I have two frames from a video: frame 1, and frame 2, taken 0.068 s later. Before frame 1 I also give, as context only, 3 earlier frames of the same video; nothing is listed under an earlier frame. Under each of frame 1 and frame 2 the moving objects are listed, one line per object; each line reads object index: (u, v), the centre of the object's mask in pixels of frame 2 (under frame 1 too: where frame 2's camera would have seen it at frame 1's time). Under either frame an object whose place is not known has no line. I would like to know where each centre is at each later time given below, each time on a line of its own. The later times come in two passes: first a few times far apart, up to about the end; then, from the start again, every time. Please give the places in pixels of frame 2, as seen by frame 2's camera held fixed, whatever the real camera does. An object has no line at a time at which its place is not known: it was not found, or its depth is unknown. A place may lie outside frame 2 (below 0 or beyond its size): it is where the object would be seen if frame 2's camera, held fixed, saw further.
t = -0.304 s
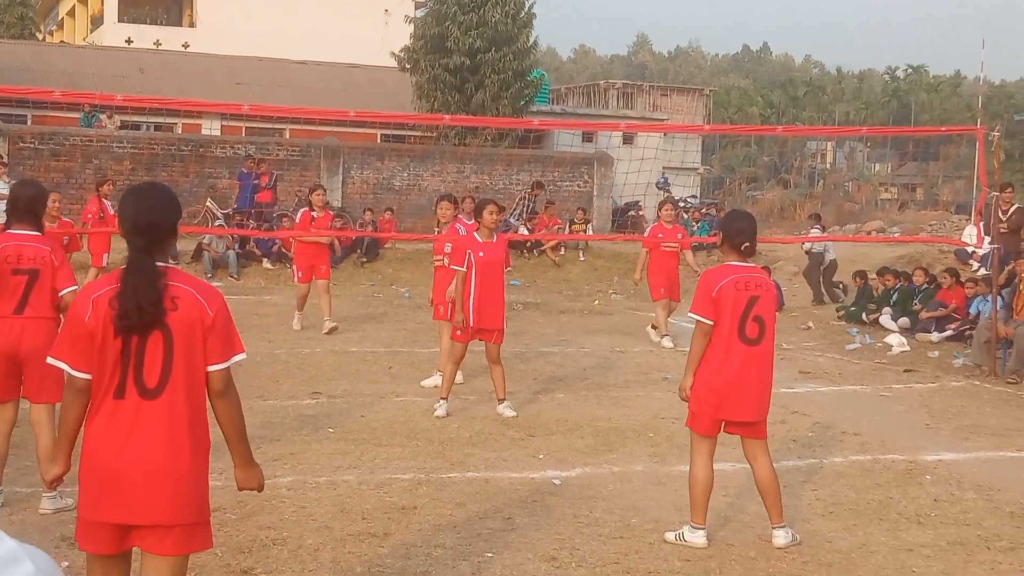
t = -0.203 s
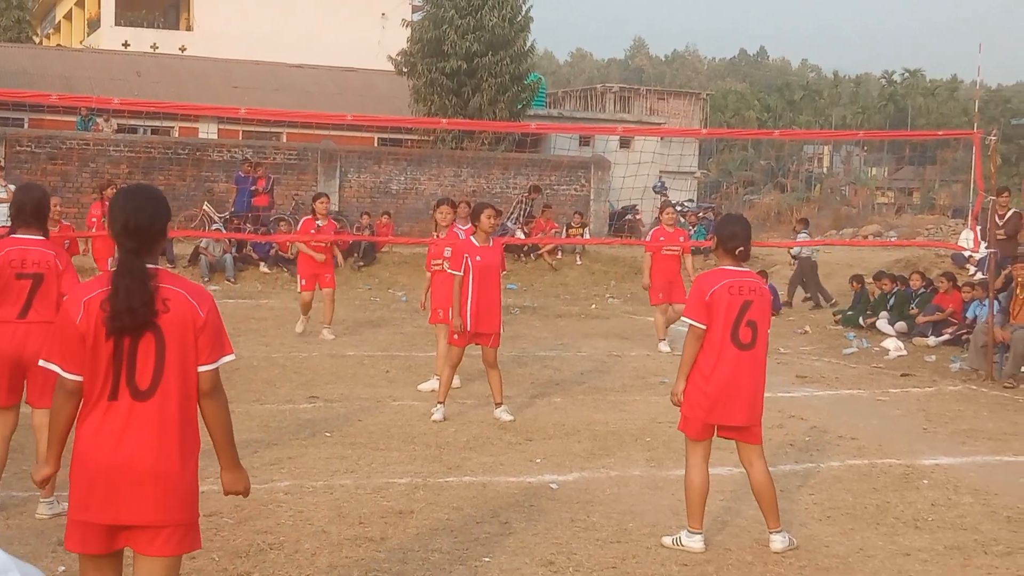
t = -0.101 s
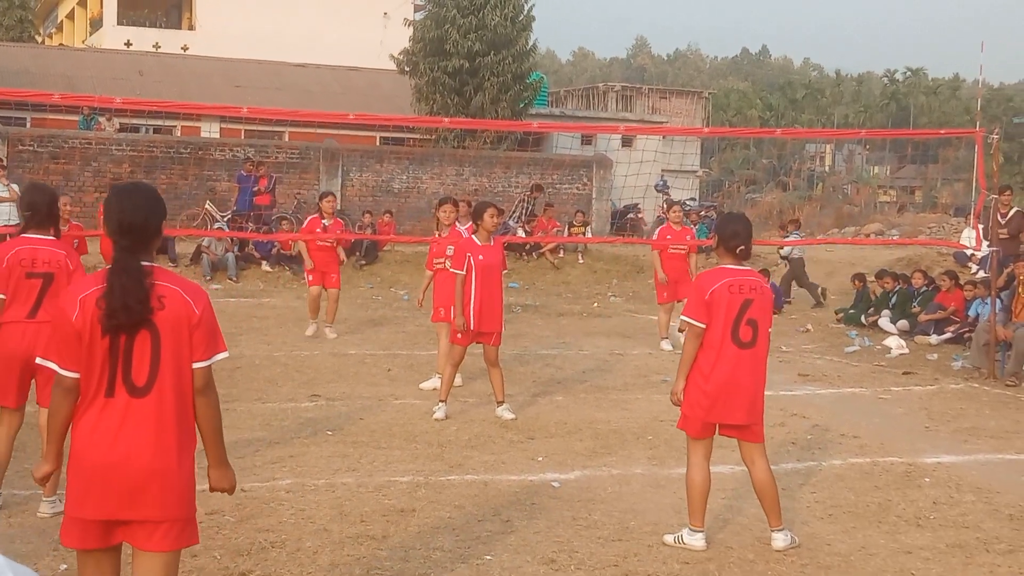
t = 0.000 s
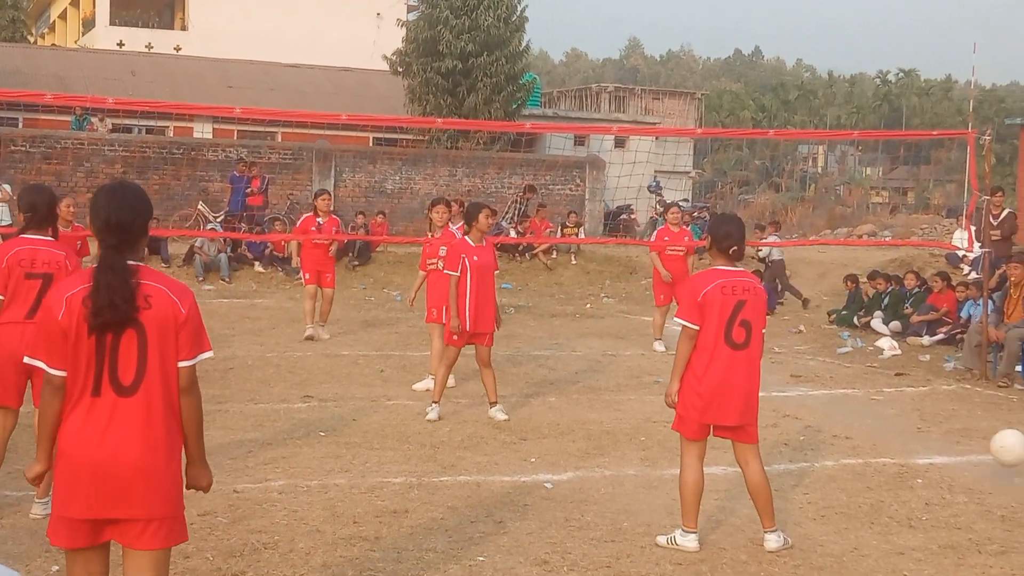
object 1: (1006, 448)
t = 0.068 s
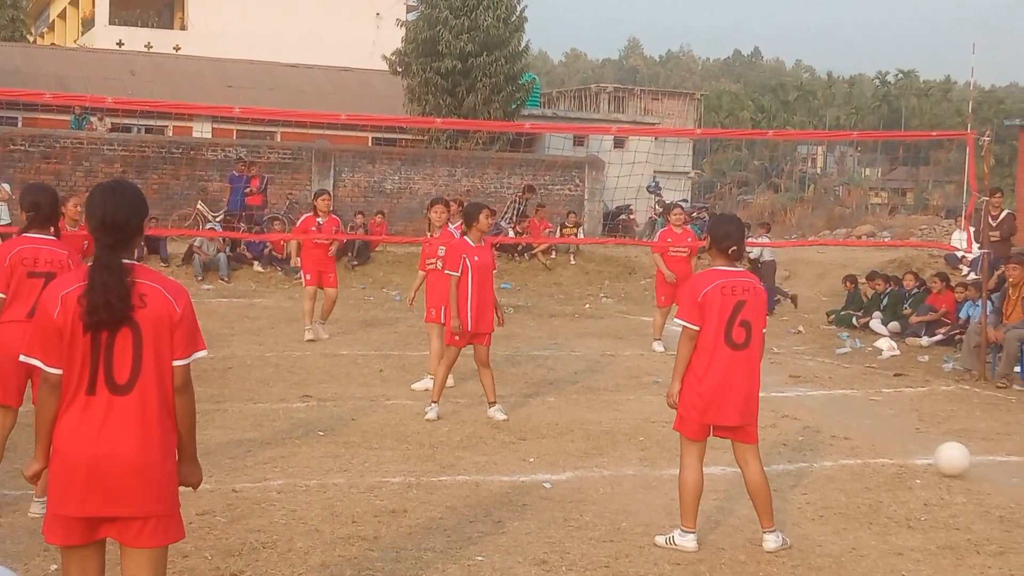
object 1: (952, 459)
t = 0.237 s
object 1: (880, 391)
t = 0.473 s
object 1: (794, 379)
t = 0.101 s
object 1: (937, 441)
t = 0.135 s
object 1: (922, 424)
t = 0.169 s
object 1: (908, 411)
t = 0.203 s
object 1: (894, 400)
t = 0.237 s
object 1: (880, 391)
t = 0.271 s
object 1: (867, 384)
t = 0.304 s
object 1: (854, 379)
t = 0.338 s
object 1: (842, 375)
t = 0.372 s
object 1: (829, 374)
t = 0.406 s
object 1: (817, 374)
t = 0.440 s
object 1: (805, 376)
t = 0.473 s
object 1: (794, 379)
